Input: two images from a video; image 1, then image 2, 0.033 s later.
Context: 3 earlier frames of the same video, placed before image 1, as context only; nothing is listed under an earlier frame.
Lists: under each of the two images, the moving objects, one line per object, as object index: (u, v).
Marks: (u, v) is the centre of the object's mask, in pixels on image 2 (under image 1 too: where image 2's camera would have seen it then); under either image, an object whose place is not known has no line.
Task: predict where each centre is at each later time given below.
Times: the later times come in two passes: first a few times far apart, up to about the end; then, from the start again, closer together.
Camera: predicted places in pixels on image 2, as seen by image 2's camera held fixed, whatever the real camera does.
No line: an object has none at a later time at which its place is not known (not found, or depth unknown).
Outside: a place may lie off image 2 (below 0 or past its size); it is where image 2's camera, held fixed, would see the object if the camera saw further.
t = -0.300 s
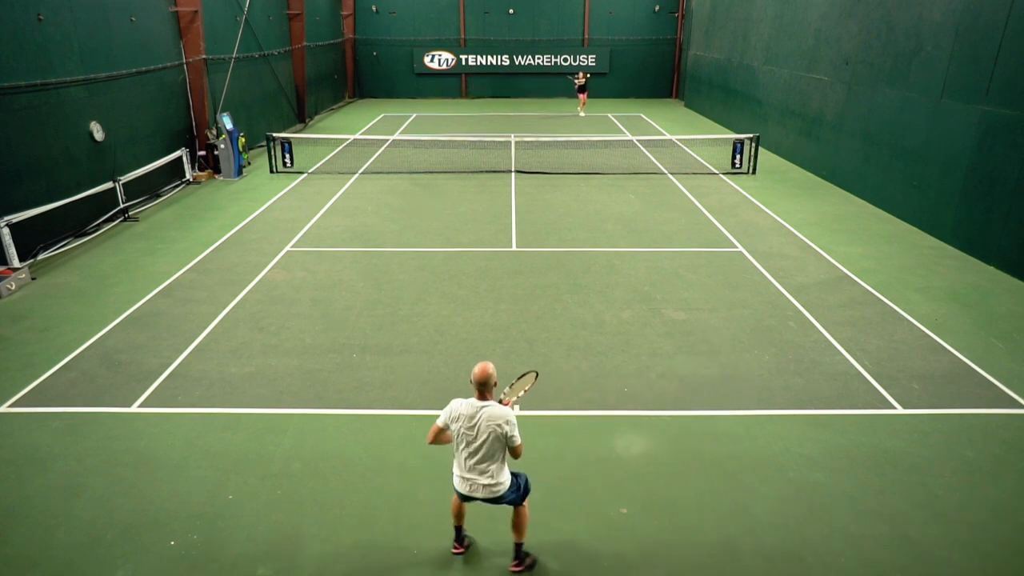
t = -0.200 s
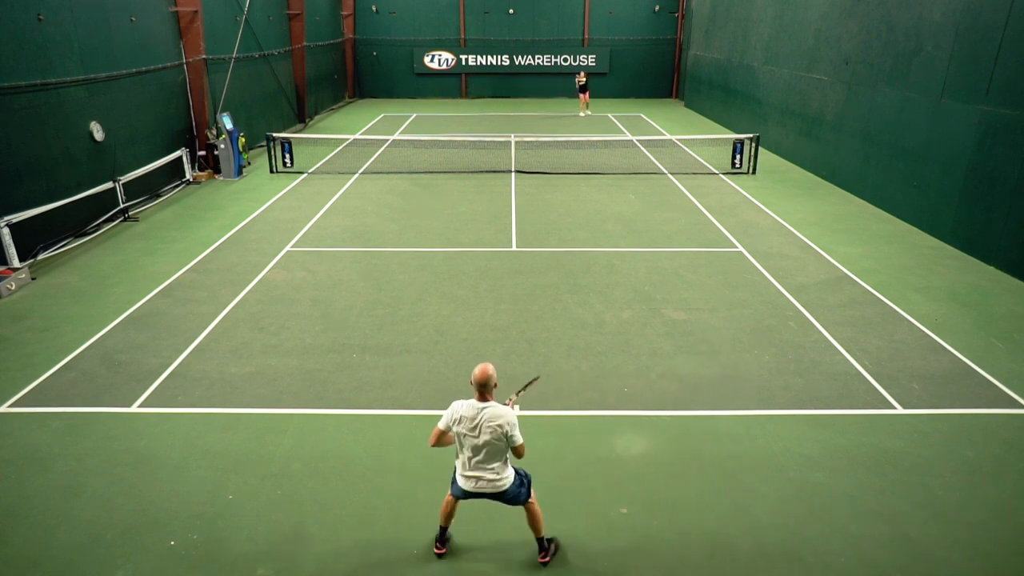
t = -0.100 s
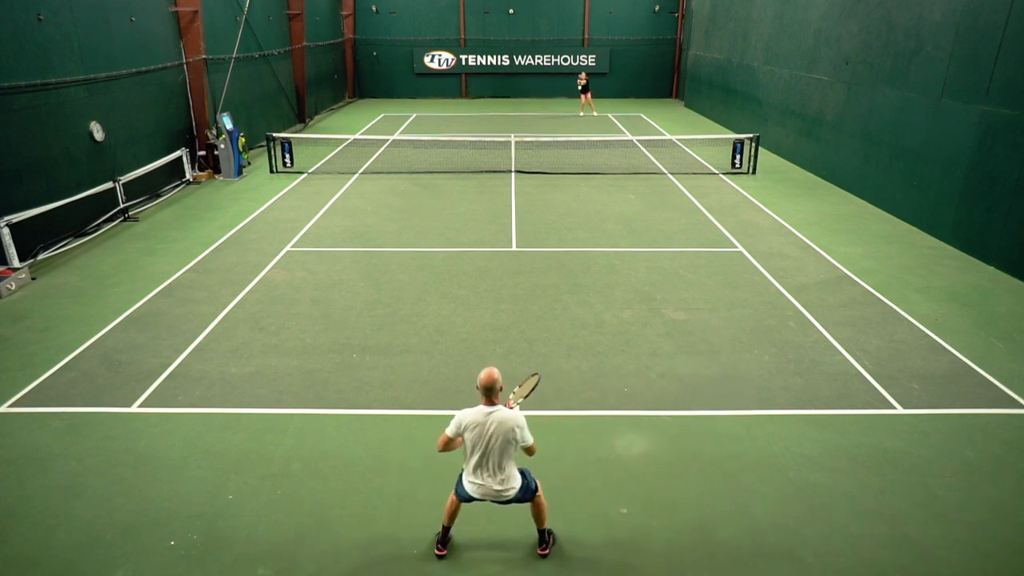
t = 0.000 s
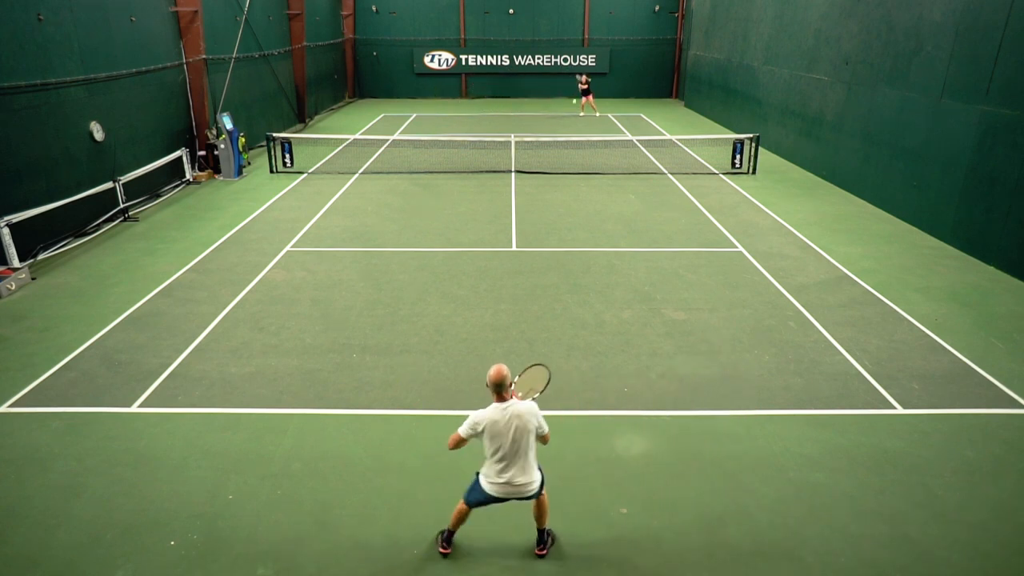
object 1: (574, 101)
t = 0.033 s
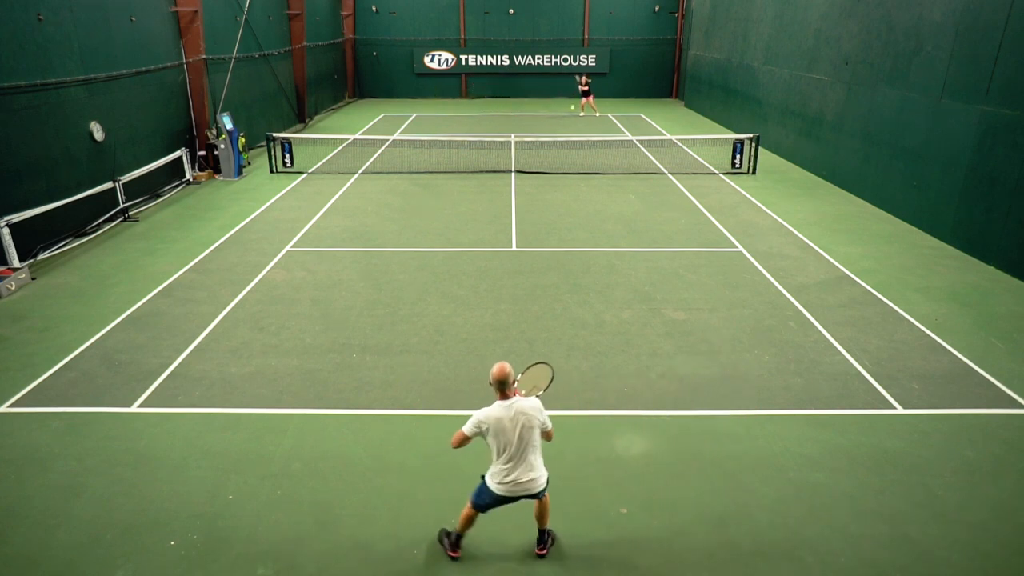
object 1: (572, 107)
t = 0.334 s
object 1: (549, 212)
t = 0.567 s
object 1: (522, 319)
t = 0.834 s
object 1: (488, 378)
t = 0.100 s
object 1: (568, 122)
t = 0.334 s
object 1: (549, 212)
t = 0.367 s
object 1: (545, 231)
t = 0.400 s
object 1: (541, 253)
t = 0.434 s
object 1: (537, 277)
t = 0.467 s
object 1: (532, 305)
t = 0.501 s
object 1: (529, 319)
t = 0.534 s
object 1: (526, 319)
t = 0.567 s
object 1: (522, 319)
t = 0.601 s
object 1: (519, 322)
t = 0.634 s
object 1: (515, 325)
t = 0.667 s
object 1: (512, 329)
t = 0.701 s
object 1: (508, 335)
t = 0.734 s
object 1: (503, 343)
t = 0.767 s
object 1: (499, 353)
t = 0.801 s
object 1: (493, 364)
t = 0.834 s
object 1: (488, 378)
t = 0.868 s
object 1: (482, 395)
